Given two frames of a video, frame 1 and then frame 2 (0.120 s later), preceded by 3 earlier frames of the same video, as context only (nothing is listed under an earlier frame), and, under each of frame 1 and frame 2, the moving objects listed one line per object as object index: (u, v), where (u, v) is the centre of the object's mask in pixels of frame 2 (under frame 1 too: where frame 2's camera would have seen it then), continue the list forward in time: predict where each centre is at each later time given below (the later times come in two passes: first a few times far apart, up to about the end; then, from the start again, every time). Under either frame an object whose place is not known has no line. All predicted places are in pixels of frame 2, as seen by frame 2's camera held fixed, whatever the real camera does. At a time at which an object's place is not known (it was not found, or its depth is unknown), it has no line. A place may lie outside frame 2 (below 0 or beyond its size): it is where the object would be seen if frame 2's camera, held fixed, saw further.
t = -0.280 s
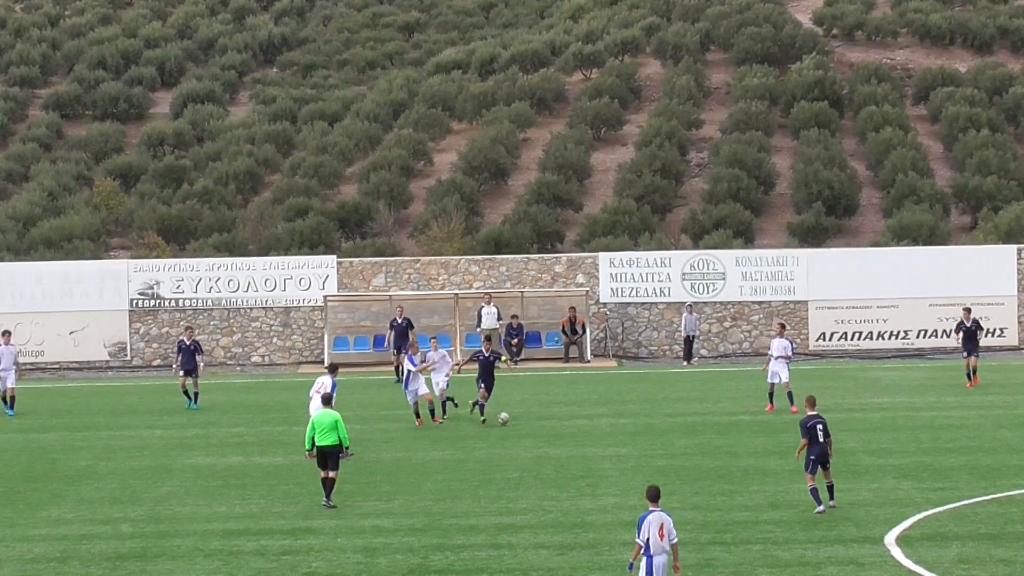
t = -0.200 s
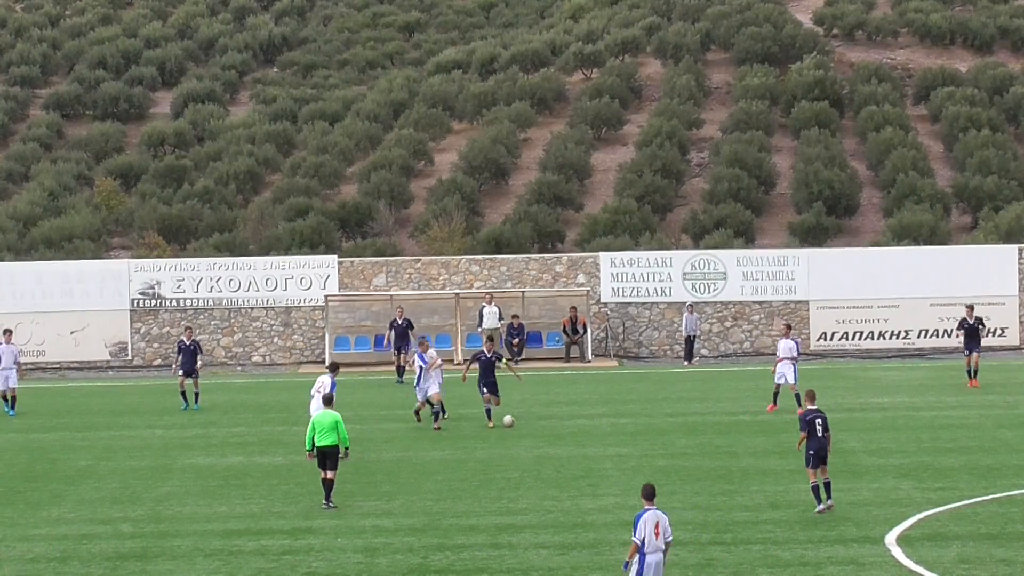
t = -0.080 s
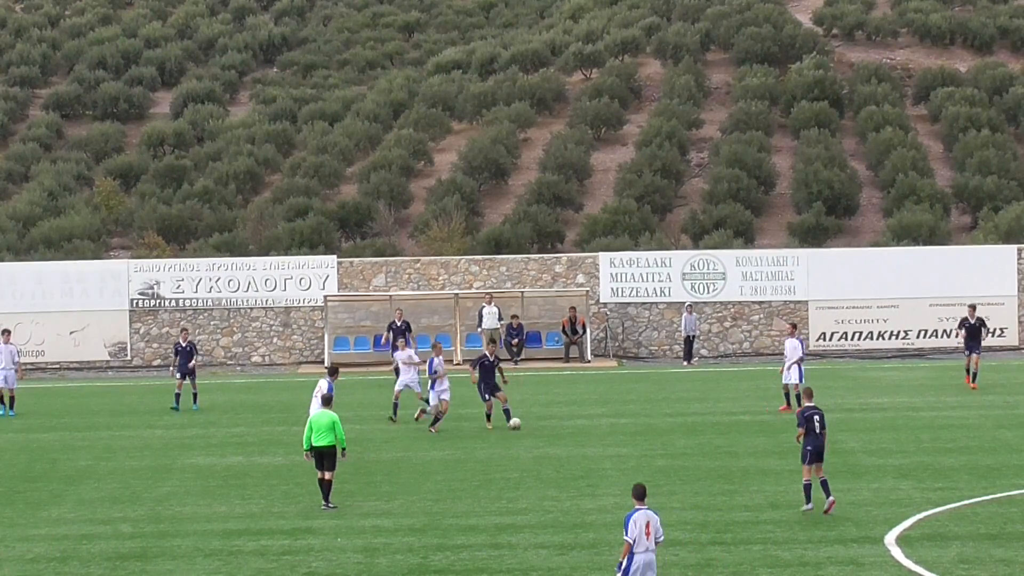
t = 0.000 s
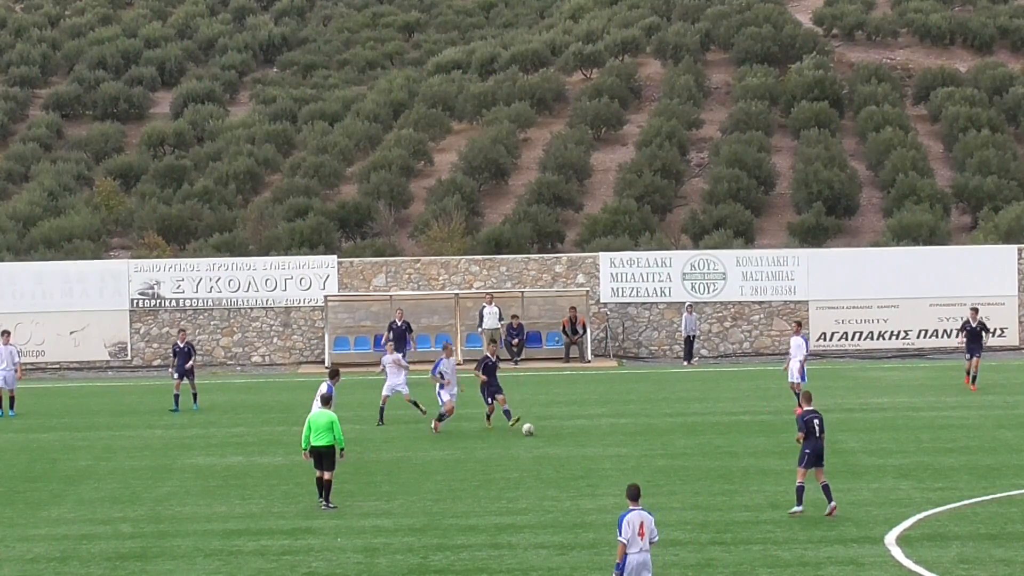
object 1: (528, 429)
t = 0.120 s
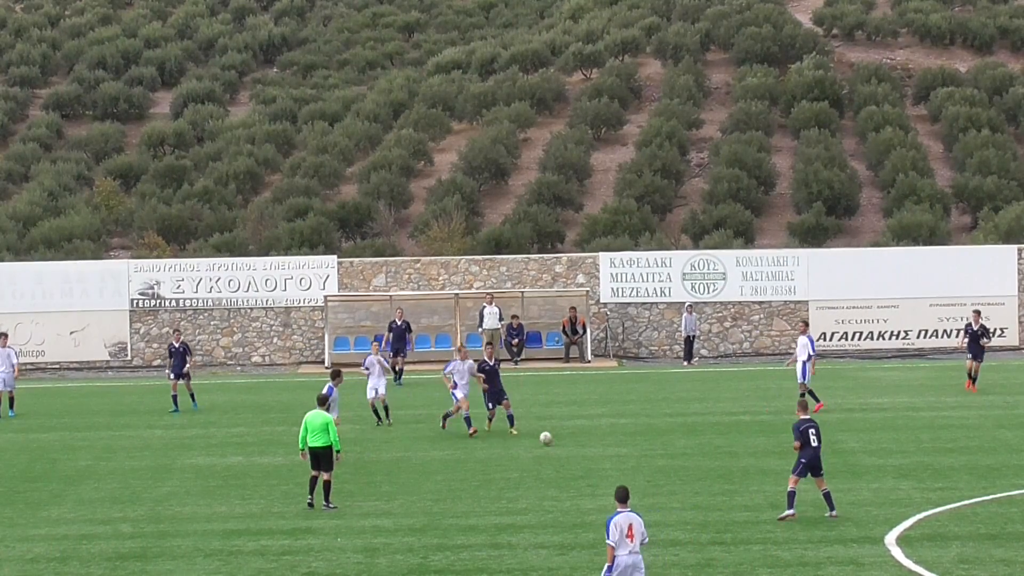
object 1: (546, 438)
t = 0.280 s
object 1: (567, 446)
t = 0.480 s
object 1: (592, 463)
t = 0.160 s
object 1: (552, 442)
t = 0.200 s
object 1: (557, 444)
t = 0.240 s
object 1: (562, 445)
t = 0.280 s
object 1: (567, 446)
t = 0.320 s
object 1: (573, 450)
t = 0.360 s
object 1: (577, 454)
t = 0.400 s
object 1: (583, 459)
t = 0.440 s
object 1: (588, 465)
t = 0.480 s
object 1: (592, 463)
